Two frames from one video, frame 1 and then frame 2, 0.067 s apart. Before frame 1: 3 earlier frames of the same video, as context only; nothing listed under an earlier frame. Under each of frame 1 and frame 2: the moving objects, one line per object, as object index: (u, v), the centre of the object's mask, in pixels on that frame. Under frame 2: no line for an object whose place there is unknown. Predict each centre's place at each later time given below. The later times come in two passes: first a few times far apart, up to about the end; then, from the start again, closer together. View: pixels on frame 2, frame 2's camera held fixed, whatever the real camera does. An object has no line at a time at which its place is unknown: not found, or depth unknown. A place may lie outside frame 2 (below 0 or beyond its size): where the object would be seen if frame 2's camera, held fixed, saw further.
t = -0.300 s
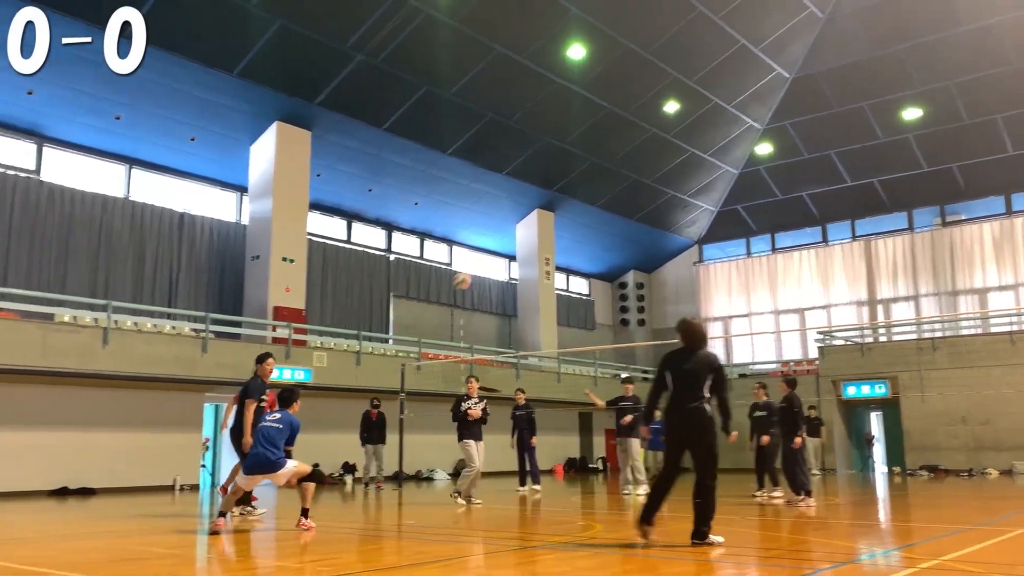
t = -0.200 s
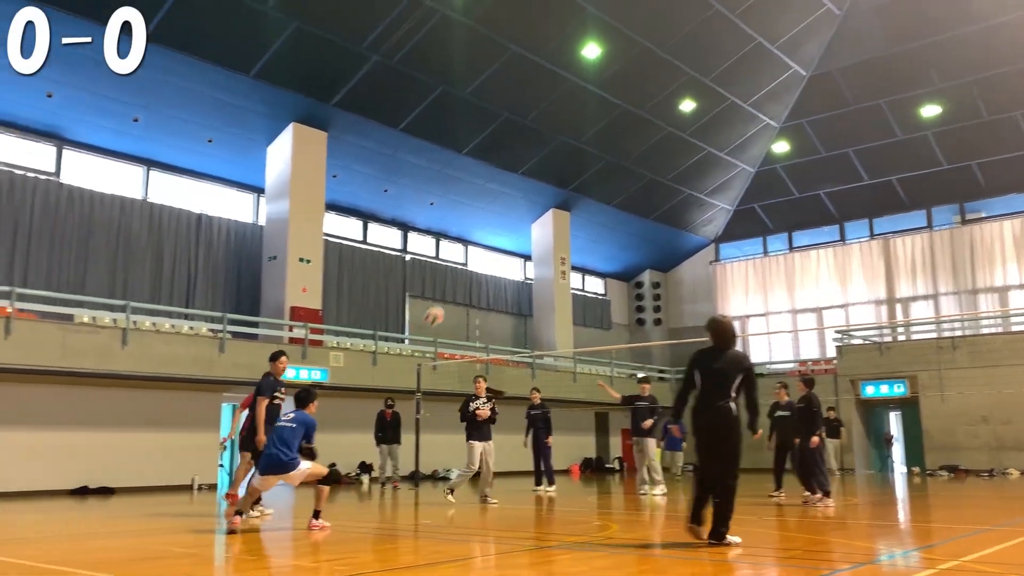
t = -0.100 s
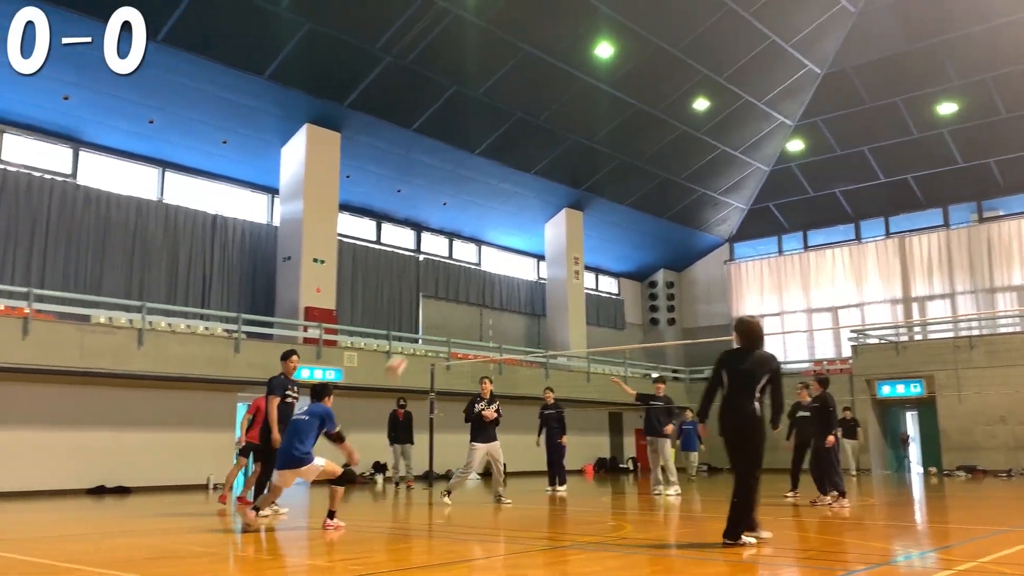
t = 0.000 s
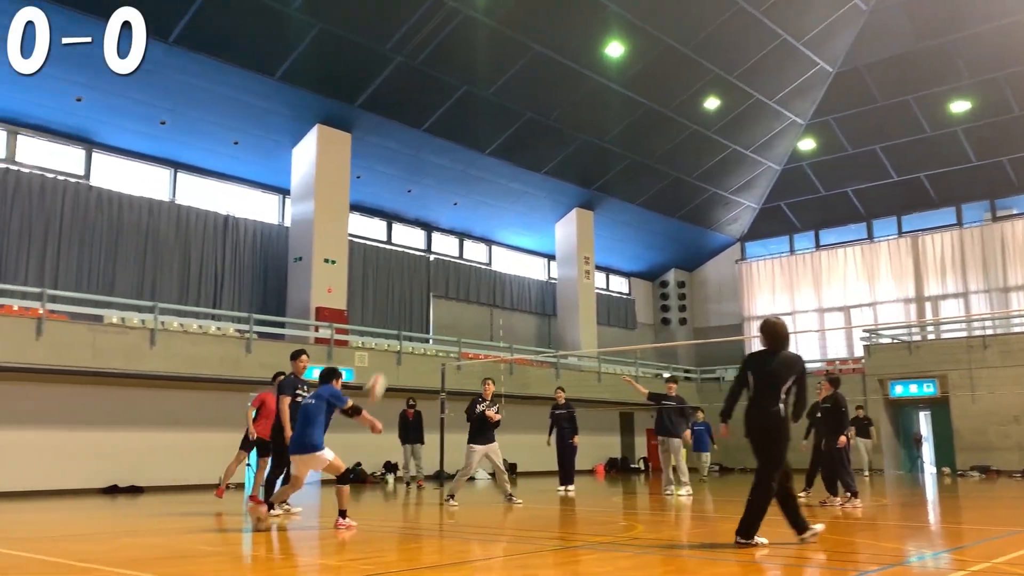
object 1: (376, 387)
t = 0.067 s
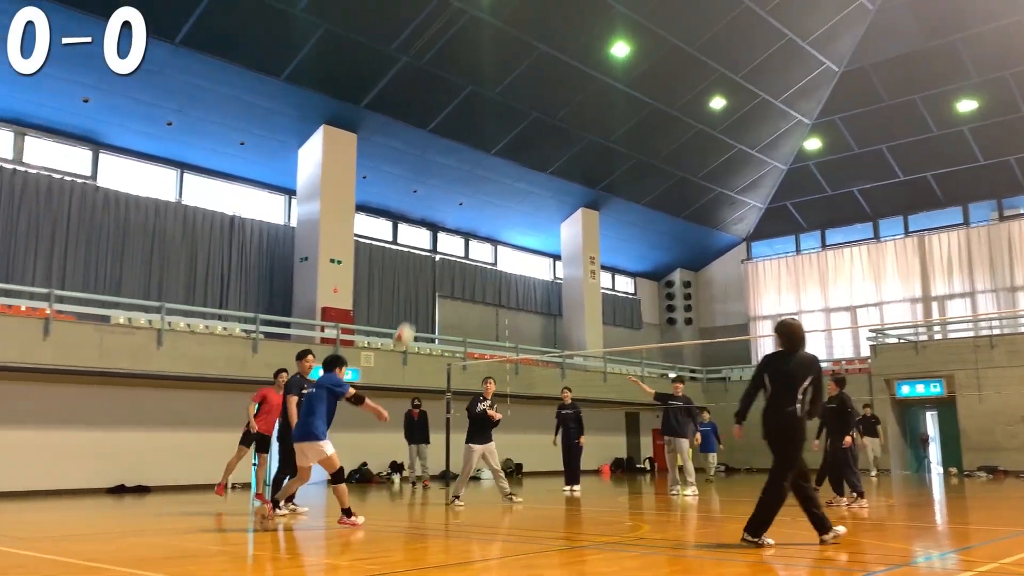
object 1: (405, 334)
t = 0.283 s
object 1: (467, 220)
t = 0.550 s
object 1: (529, 155)
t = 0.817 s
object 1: (581, 153)
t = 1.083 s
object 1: (628, 201)
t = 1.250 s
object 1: (657, 253)
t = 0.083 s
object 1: (410, 323)
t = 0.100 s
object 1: (414, 314)
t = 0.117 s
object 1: (419, 303)
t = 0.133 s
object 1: (425, 293)
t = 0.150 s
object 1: (430, 283)
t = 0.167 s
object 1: (435, 274)
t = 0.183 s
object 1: (439, 266)
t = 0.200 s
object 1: (444, 260)
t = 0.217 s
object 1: (449, 249)
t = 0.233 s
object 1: (454, 239)
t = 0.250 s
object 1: (459, 232)
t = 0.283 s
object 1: (467, 220)
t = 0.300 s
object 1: (471, 214)
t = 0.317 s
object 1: (475, 208)
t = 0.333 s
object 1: (480, 202)
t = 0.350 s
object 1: (484, 197)
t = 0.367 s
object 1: (488, 192)
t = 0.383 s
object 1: (492, 187)
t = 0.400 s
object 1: (496, 183)
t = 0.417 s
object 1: (500, 179)
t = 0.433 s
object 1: (504, 175)
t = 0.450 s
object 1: (508, 171)
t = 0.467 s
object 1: (512, 168)
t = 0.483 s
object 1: (515, 164)
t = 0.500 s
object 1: (519, 162)
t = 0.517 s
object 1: (522, 159)
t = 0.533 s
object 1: (525, 157)
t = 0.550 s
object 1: (529, 155)
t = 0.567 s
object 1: (533, 154)
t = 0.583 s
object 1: (536, 152)
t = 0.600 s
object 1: (539, 151)
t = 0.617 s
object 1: (543, 150)
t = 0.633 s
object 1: (546, 149)
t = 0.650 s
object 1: (549, 148)
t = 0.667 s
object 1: (553, 148)
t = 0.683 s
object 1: (556, 148)
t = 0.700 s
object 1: (559, 148)
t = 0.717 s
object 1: (562, 148)
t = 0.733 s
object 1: (565, 148)
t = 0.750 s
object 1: (568, 149)
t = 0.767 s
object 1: (571, 150)
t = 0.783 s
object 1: (575, 151)
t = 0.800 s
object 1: (578, 152)
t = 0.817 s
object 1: (581, 153)
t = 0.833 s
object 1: (584, 155)
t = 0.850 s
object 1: (588, 157)
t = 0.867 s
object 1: (590, 159)
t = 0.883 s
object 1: (593, 161)
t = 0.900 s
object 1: (596, 163)
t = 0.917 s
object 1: (600, 166)
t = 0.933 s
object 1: (602, 169)
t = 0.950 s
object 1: (605, 171)
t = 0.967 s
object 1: (608, 175)
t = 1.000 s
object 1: (613, 181)
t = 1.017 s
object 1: (616, 185)
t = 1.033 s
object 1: (619, 189)
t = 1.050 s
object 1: (622, 193)
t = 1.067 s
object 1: (625, 197)
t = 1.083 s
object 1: (628, 201)
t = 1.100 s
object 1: (631, 205)
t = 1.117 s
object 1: (633, 210)
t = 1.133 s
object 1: (637, 215)
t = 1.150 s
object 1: (639, 220)
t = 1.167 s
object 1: (642, 225)
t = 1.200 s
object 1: (648, 235)
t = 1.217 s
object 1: (650, 241)
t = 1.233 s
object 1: (653, 247)
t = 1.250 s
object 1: (657, 253)
